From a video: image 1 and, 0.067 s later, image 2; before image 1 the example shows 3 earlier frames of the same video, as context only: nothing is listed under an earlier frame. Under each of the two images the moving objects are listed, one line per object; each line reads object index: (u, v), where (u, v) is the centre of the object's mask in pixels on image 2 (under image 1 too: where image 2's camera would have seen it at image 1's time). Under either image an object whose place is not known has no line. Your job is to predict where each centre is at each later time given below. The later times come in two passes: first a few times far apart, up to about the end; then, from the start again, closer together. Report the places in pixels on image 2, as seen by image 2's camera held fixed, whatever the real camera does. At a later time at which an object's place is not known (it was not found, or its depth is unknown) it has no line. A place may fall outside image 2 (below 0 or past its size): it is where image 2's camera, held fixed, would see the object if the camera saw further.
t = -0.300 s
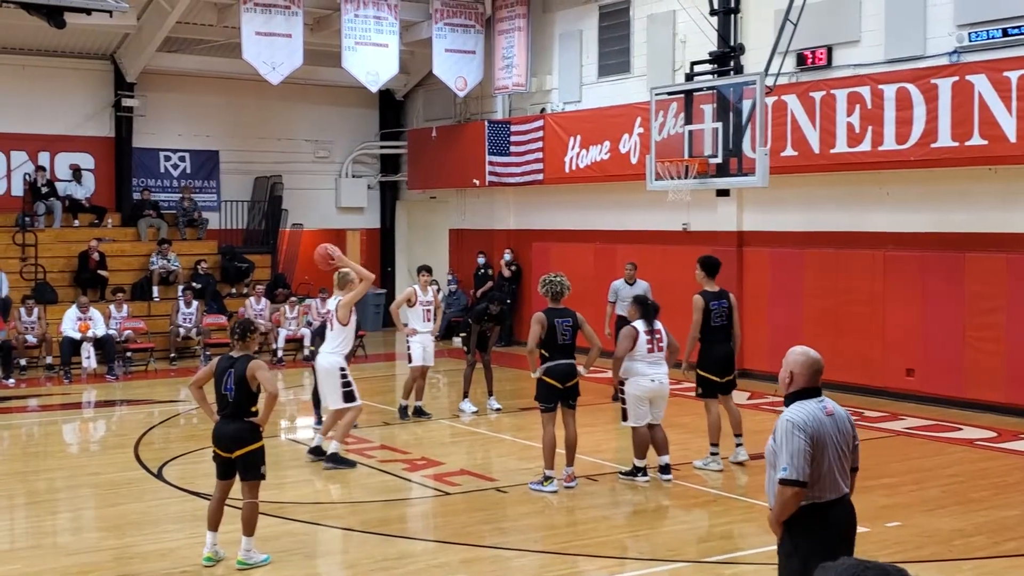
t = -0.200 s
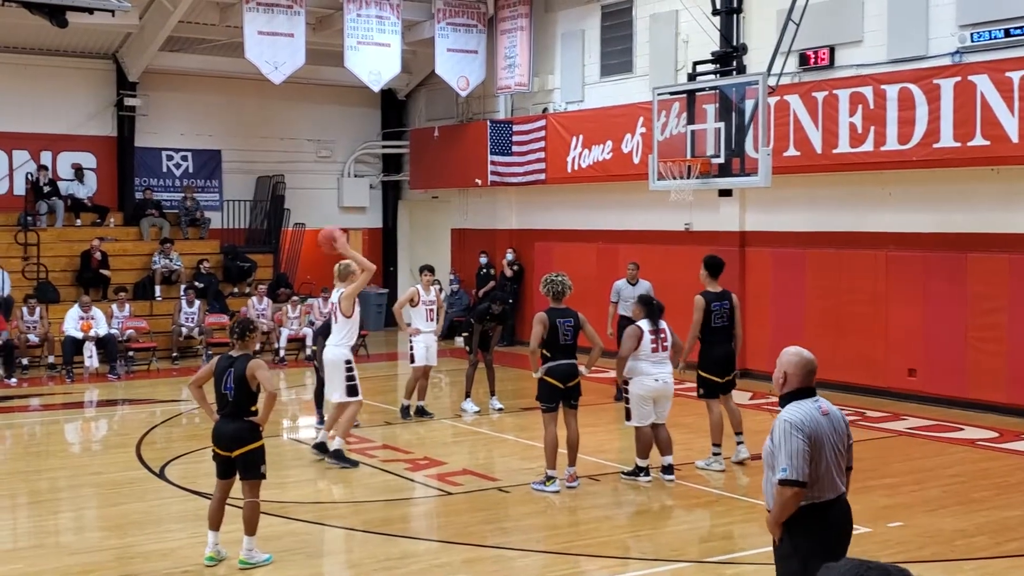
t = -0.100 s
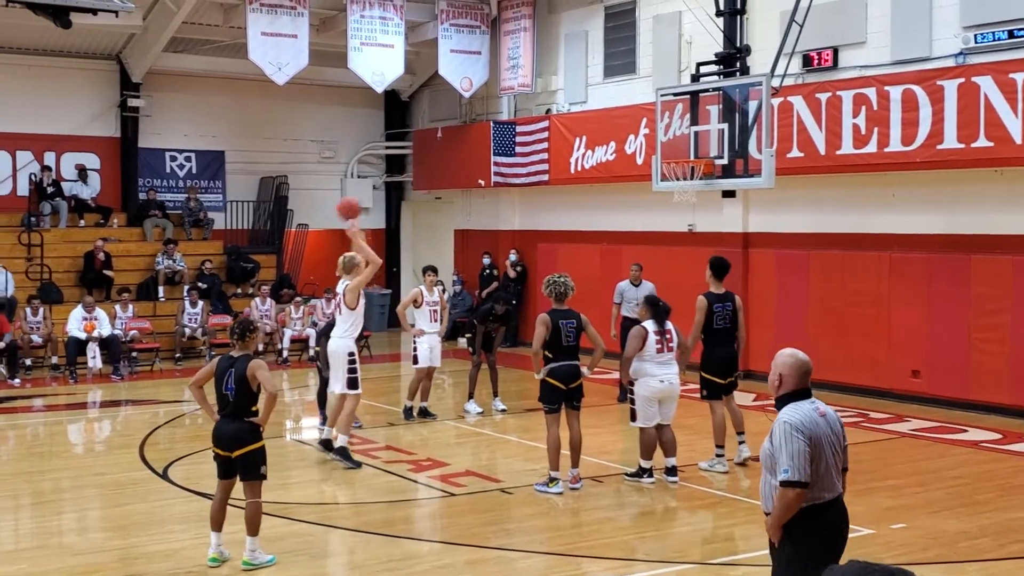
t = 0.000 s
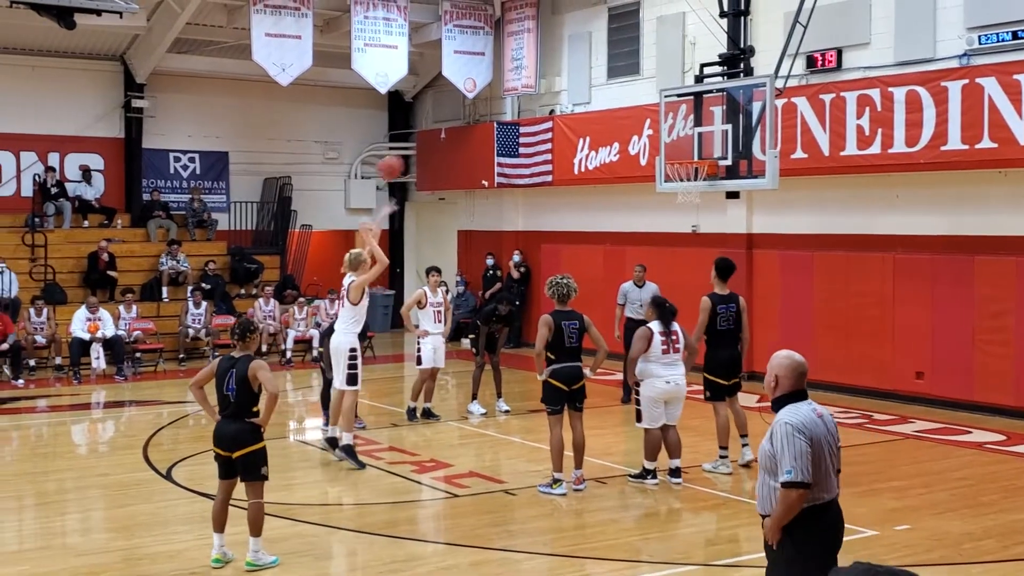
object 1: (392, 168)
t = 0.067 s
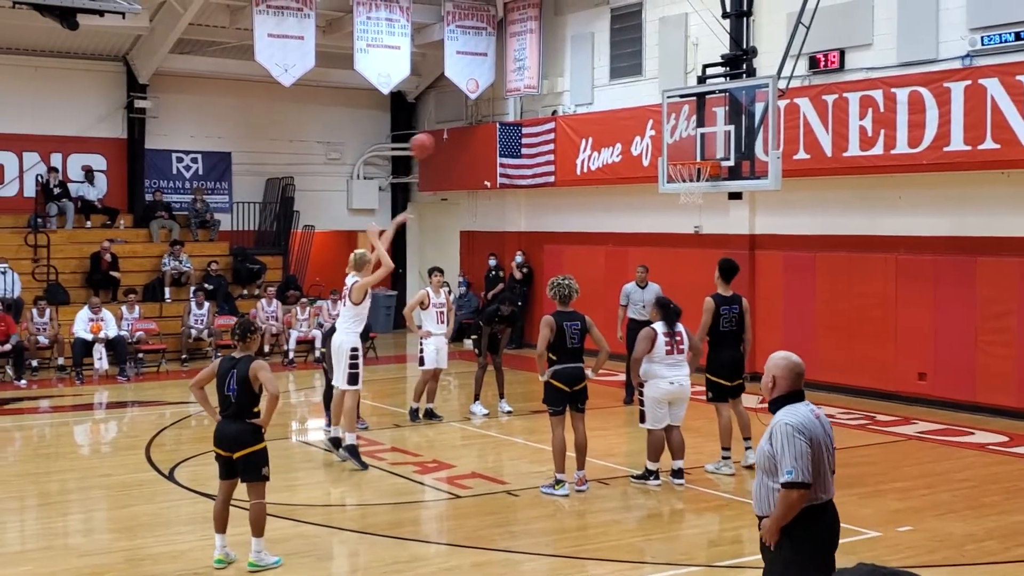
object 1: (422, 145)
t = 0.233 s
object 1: (488, 110)
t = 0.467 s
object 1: (574, 105)
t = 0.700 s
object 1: (650, 146)
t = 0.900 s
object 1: (623, 139)
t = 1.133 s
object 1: (565, 149)
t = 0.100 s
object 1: (434, 137)
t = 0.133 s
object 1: (448, 127)
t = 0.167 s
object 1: (462, 120)
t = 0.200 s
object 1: (476, 114)
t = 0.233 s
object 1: (488, 110)
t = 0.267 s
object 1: (500, 107)
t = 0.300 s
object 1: (514, 104)
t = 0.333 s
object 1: (526, 102)
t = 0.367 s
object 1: (539, 102)
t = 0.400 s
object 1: (550, 102)
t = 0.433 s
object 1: (562, 103)
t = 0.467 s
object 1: (574, 105)
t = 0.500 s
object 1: (586, 108)
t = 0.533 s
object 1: (597, 112)
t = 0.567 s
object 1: (609, 117)
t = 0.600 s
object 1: (619, 123)
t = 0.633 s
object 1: (629, 129)
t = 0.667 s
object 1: (640, 137)
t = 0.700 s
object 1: (650, 146)
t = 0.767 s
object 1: (658, 154)
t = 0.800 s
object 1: (649, 150)
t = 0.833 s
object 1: (640, 145)
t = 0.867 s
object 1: (632, 142)
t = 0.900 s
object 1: (623, 139)
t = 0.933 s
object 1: (615, 138)
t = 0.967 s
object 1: (606, 137)
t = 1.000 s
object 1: (598, 138)
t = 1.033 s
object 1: (590, 140)
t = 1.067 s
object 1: (581, 142)
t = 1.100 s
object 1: (573, 145)
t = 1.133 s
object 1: (565, 149)
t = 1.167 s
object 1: (557, 154)
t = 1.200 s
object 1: (549, 160)
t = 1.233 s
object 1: (541, 168)
